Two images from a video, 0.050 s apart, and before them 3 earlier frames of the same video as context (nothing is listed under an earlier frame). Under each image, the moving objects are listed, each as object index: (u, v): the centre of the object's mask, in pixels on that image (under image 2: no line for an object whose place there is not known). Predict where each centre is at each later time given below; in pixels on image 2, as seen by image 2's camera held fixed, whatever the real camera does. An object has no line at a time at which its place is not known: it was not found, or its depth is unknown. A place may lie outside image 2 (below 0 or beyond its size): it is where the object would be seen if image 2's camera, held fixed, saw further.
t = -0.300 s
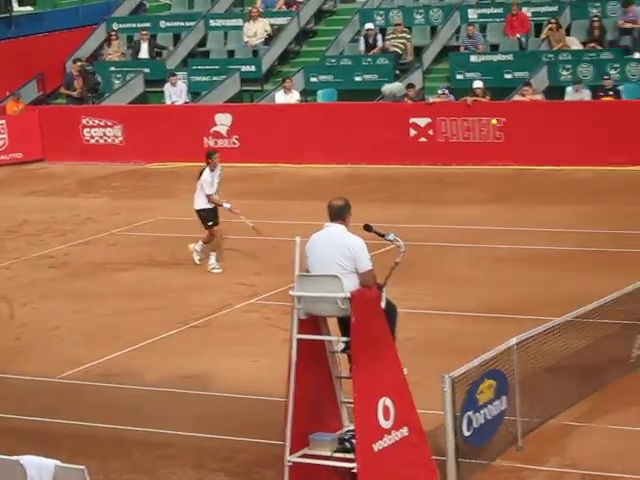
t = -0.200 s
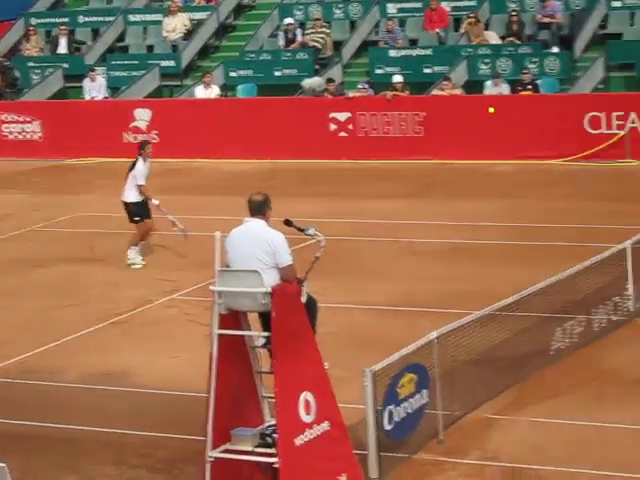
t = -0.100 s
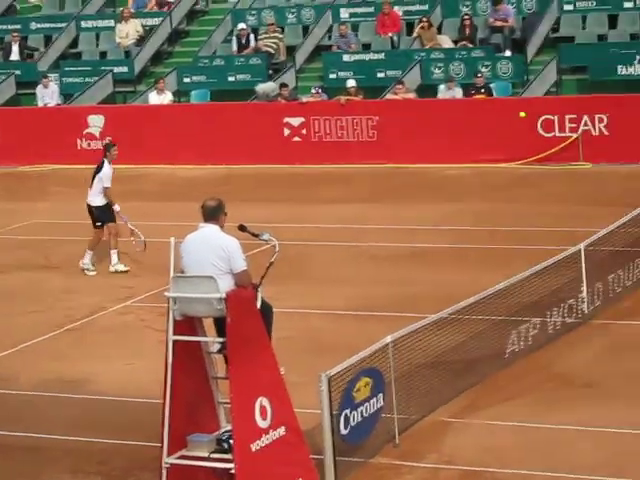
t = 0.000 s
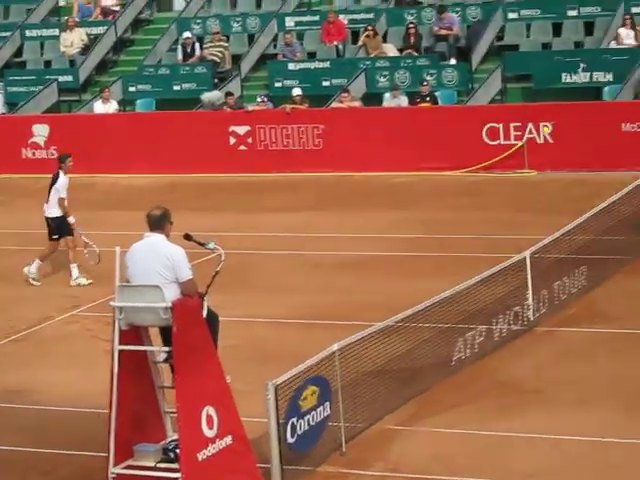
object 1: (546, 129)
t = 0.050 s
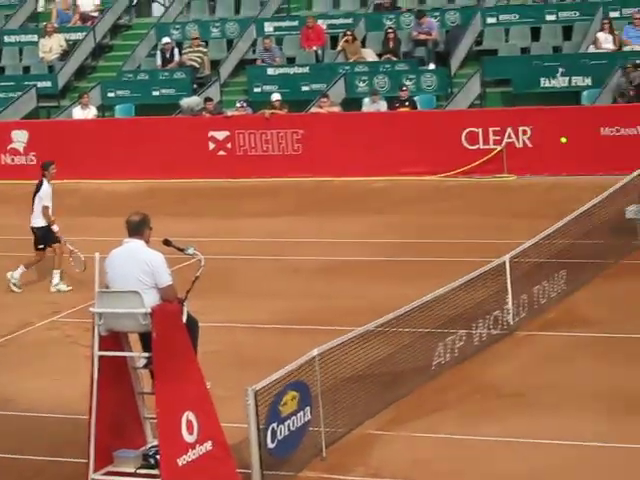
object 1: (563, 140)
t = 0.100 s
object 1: (601, 147)
